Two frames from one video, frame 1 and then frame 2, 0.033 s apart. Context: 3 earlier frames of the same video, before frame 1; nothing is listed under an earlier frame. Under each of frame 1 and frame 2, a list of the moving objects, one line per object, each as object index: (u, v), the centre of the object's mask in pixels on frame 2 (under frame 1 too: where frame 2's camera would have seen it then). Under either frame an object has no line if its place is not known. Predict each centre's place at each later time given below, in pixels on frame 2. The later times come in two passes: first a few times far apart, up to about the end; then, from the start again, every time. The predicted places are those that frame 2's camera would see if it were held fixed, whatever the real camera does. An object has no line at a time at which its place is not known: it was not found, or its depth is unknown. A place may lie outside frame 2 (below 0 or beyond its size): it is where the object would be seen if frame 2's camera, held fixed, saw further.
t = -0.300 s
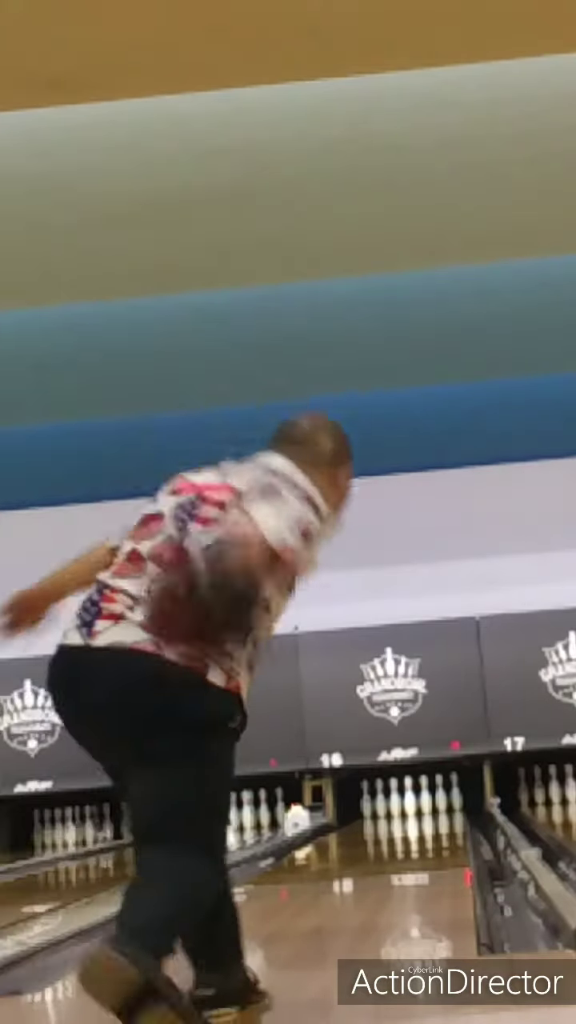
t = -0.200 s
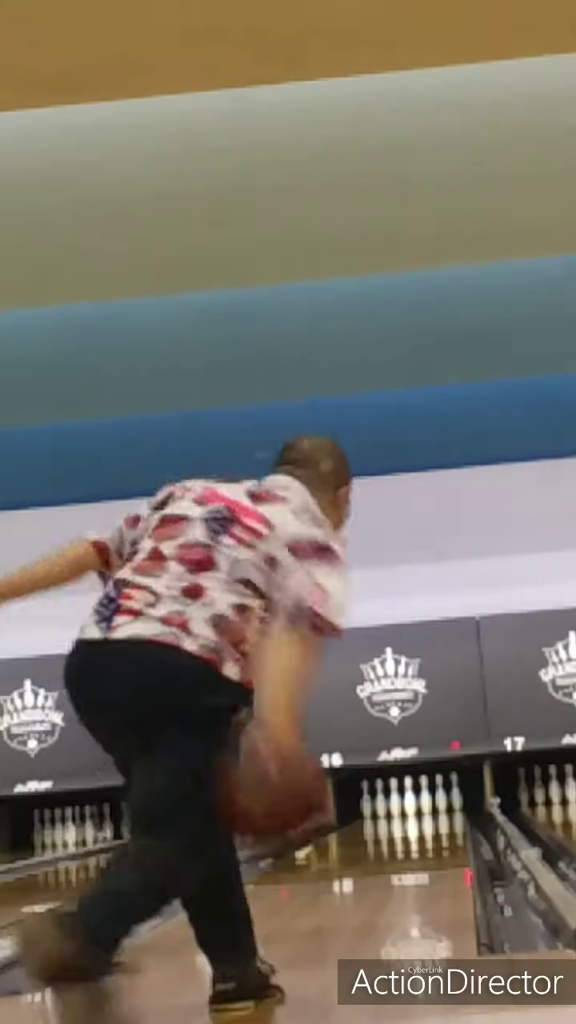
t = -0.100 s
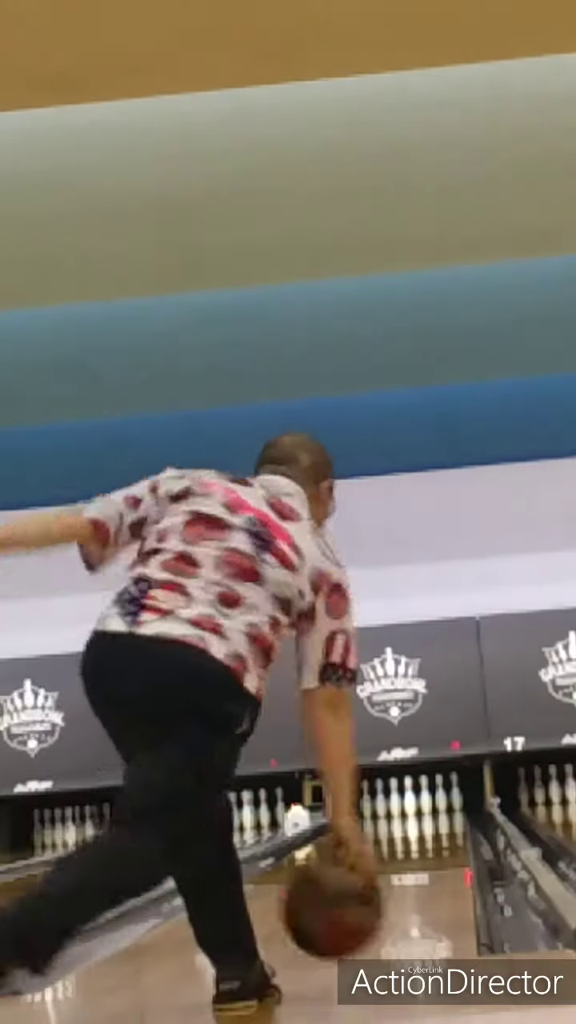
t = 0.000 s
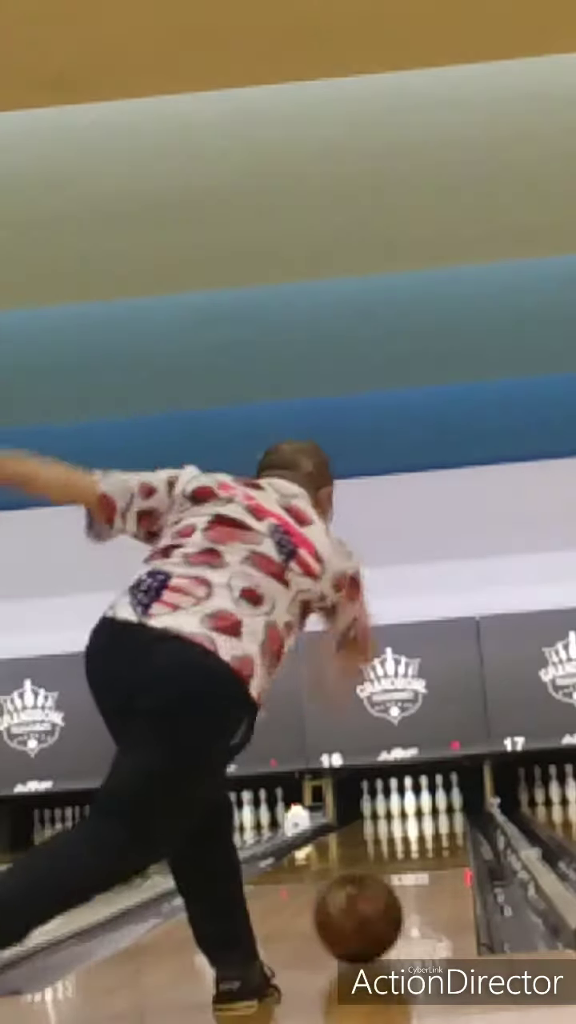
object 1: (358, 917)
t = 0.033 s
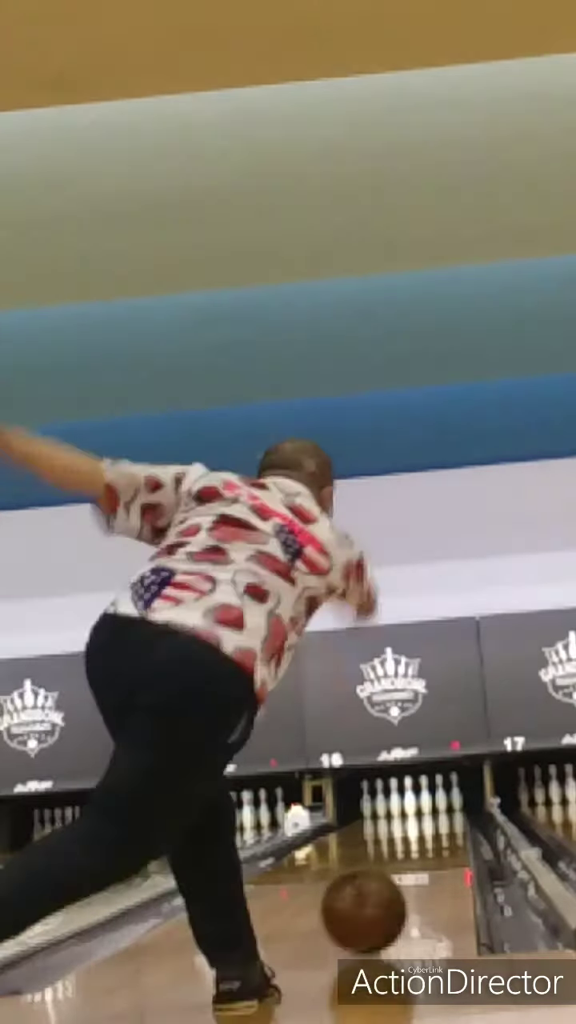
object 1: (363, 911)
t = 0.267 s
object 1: (392, 882)
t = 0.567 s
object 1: (413, 855)
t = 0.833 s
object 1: (424, 841)
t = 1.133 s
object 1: (433, 831)
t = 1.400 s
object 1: (433, 823)
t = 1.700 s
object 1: (436, 816)
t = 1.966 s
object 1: (435, 811)
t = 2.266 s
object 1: (430, 807)
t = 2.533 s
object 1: (423, 806)
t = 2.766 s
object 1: (414, 808)
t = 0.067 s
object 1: (368, 906)
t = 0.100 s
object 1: (373, 904)
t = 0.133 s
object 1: (377, 898)
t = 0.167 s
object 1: (382, 894)
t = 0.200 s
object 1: (386, 890)
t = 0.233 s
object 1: (389, 886)
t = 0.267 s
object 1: (392, 882)
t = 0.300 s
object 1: (395, 878)
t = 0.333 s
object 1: (398, 874)
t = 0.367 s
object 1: (401, 871)
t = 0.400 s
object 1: (403, 867)
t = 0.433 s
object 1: (406, 865)
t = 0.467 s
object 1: (408, 862)
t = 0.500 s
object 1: (410, 859)
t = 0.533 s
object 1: (412, 857)
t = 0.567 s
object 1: (413, 855)
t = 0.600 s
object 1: (415, 852)
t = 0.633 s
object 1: (417, 850)
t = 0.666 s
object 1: (418, 848)
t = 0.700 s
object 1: (420, 846)
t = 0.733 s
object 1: (421, 844)
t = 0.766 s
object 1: (422, 843)
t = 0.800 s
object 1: (423, 842)
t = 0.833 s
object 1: (424, 841)
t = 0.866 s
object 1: (425, 839)
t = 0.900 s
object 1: (426, 839)
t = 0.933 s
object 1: (427, 838)
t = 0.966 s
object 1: (428, 835)
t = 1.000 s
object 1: (429, 835)
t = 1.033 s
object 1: (430, 834)
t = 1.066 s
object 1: (430, 832)
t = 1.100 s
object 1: (431, 831)
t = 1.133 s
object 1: (433, 831)
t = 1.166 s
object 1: (434, 830)
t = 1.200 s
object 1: (434, 828)
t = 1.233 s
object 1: (433, 828)
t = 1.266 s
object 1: (434, 826)
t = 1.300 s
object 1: (433, 824)
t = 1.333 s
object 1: (434, 823)
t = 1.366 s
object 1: (433, 823)
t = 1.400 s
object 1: (433, 823)
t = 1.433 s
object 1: (435, 821)
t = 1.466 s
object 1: (435, 820)
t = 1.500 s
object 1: (435, 820)
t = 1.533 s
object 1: (435, 818)
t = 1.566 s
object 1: (435, 818)
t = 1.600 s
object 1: (435, 818)
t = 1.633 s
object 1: (436, 817)
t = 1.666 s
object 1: (436, 816)
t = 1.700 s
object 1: (436, 816)
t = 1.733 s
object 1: (436, 815)
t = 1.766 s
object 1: (436, 814)
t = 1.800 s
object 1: (436, 814)
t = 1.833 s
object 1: (436, 813)
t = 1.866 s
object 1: (436, 813)
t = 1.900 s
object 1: (436, 812)
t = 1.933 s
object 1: (435, 811)
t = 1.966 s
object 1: (435, 811)
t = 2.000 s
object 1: (435, 811)
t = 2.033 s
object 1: (436, 810)
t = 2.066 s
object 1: (434, 810)
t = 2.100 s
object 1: (434, 809)
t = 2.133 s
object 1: (433, 809)
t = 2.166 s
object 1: (433, 809)
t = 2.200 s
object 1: (432, 809)
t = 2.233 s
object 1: (431, 809)
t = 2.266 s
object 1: (430, 807)
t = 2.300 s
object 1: (430, 808)
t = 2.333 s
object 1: (429, 807)
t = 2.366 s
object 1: (429, 807)
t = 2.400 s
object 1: (427, 808)
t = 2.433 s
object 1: (427, 806)
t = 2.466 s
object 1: (424, 805)
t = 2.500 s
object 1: (424, 806)
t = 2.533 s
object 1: (423, 806)
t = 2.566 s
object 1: (422, 806)
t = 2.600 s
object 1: (421, 806)
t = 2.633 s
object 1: (419, 806)
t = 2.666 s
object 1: (417, 806)
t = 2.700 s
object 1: (415, 806)
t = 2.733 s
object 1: (415, 806)
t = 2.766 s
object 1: (414, 808)
